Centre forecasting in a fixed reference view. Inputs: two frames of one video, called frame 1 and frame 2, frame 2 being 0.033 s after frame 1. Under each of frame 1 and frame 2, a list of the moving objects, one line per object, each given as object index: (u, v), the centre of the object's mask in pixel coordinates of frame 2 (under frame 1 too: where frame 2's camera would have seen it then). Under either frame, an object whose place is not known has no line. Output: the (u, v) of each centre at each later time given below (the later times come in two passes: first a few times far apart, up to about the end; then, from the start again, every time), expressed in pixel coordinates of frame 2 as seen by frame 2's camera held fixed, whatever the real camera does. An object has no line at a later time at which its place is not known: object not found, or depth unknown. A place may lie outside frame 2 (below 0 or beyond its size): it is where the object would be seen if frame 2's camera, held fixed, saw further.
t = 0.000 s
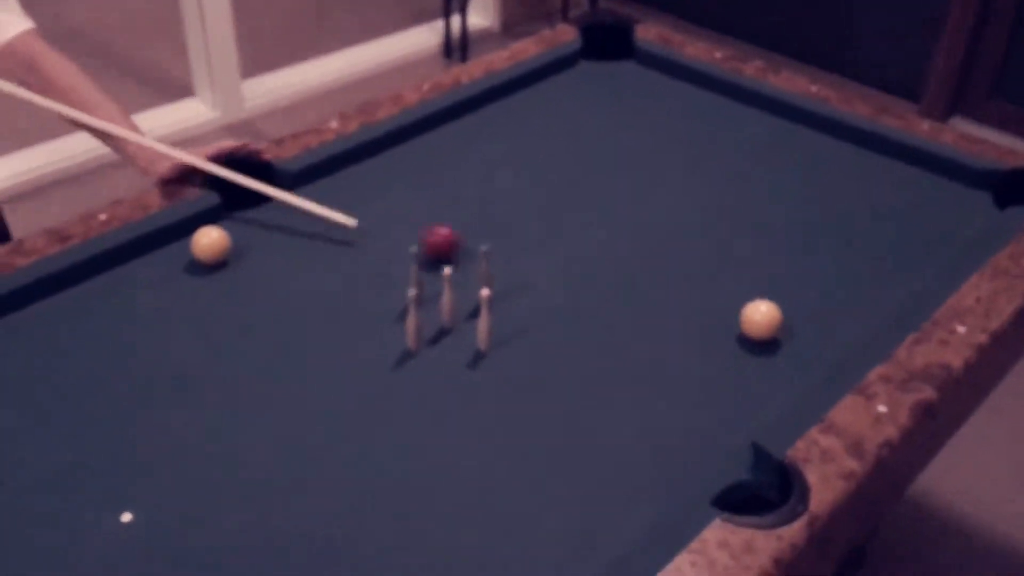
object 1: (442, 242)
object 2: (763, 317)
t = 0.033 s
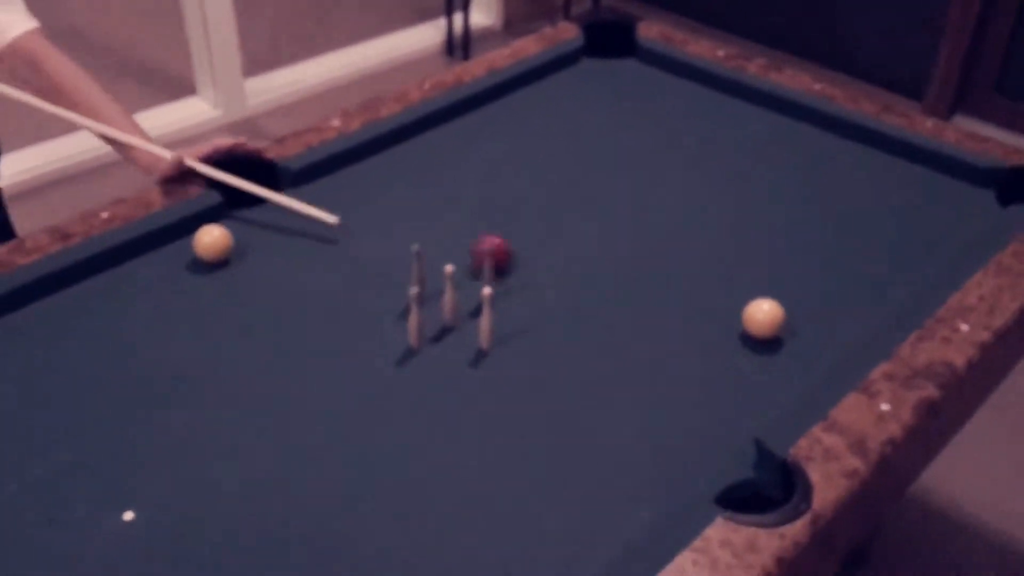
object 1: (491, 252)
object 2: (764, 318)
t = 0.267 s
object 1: (738, 294)
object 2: (821, 339)
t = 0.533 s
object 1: (836, 273)
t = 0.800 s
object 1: (924, 254)
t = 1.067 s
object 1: (926, 221)
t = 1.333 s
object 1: (924, 189)
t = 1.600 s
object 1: (921, 163)
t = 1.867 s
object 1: (893, 157)
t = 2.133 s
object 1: (859, 157)
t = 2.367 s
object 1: (829, 158)
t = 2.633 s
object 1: (796, 158)
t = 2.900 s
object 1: (765, 157)
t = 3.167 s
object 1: (734, 158)
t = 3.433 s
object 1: (704, 159)
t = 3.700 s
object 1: (675, 158)
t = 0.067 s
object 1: (539, 264)
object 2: (764, 318)
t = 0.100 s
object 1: (587, 276)
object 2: (763, 318)
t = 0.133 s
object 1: (632, 283)
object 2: (764, 318)
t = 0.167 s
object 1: (679, 295)
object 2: (764, 318)
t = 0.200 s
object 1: (724, 304)
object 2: (766, 319)
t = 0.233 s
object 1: (731, 298)
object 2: (806, 335)
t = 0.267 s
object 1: (738, 294)
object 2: (821, 339)
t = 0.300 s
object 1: (746, 290)
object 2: (802, 327)
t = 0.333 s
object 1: (755, 285)
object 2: (783, 316)
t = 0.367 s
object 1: (767, 277)
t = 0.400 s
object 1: (782, 278)
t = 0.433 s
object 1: (793, 278)
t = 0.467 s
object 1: (808, 277)
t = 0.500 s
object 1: (821, 275)
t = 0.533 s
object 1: (836, 273)
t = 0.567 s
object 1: (849, 273)
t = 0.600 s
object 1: (863, 270)
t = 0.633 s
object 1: (876, 268)
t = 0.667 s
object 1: (890, 266)
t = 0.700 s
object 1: (903, 264)
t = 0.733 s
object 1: (916, 262)
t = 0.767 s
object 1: (924, 258)
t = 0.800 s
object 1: (924, 254)
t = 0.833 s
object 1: (925, 250)
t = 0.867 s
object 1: (925, 245)
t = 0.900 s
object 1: (925, 240)
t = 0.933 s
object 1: (925, 238)
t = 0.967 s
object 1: (925, 234)
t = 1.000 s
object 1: (926, 229)
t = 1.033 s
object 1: (926, 225)
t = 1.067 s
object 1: (926, 221)
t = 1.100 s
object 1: (926, 217)
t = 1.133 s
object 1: (926, 212)
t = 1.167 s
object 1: (926, 208)
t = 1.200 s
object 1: (926, 204)
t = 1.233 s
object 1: (925, 200)
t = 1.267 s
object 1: (926, 196)
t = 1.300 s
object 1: (925, 192)
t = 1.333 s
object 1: (924, 189)
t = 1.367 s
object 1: (924, 186)
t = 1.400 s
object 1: (924, 183)
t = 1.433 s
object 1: (923, 180)
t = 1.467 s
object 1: (923, 176)
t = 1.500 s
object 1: (923, 172)
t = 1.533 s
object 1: (922, 170)
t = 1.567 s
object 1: (922, 166)
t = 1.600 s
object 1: (921, 163)
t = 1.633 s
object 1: (920, 161)
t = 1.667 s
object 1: (920, 159)
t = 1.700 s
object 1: (916, 159)
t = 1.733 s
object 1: (911, 158)
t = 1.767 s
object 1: (906, 158)
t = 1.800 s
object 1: (902, 157)
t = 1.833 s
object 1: (898, 157)
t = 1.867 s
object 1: (893, 157)
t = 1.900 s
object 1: (889, 156)
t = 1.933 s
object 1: (885, 156)
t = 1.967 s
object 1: (880, 156)
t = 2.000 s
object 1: (876, 156)
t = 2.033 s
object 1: (872, 156)
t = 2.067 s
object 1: (867, 156)
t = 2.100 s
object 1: (863, 157)
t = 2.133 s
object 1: (859, 157)
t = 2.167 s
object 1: (855, 157)
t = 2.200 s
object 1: (851, 156)
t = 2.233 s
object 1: (847, 156)
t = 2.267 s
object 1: (842, 157)
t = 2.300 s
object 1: (838, 157)
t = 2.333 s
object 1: (833, 157)
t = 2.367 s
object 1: (829, 158)
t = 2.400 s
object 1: (825, 158)
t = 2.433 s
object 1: (821, 158)
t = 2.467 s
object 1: (816, 158)
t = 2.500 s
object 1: (812, 158)
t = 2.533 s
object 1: (808, 158)
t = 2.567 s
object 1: (804, 158)
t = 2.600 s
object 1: (800, 157)
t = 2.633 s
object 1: (796, 158)
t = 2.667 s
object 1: (792, 158)
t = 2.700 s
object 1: (788, 158)
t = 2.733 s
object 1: (784, 158)
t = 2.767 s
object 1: (781, 158)
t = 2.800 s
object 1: (776, 157)
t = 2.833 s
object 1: (773, 157)
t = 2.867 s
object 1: (769, 158)
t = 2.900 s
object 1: (765, 157)
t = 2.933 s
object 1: (761, 157)
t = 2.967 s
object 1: (757, 157)
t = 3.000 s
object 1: (753, 158)
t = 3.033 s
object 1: (749, 158)
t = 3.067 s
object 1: (745, 158)
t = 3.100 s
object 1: (742, 158)
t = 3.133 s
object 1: (738, 158)
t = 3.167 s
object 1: (734, 158)
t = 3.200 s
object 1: (730, 158)
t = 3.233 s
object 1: (726, 158)
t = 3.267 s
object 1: (724, 158)
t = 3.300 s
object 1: (719, 158)
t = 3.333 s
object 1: (716, 158)
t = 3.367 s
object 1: (712, 158)
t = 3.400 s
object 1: (708, 158)
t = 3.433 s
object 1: (704, 159)
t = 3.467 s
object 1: (701, 158)
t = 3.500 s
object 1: (698, 158)
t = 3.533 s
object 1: (694, 159)
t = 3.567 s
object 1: (690, 159)
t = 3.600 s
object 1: (687, 158)
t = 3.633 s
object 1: (683, 158)
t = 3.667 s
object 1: (679, 158)
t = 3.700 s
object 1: (675, 158)
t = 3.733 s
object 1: (672, 159)
